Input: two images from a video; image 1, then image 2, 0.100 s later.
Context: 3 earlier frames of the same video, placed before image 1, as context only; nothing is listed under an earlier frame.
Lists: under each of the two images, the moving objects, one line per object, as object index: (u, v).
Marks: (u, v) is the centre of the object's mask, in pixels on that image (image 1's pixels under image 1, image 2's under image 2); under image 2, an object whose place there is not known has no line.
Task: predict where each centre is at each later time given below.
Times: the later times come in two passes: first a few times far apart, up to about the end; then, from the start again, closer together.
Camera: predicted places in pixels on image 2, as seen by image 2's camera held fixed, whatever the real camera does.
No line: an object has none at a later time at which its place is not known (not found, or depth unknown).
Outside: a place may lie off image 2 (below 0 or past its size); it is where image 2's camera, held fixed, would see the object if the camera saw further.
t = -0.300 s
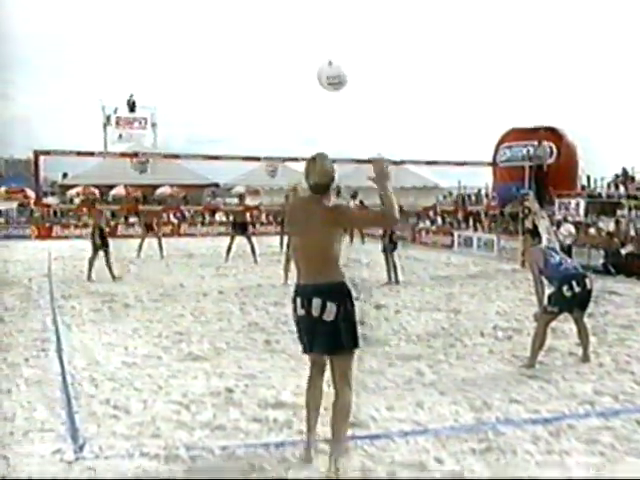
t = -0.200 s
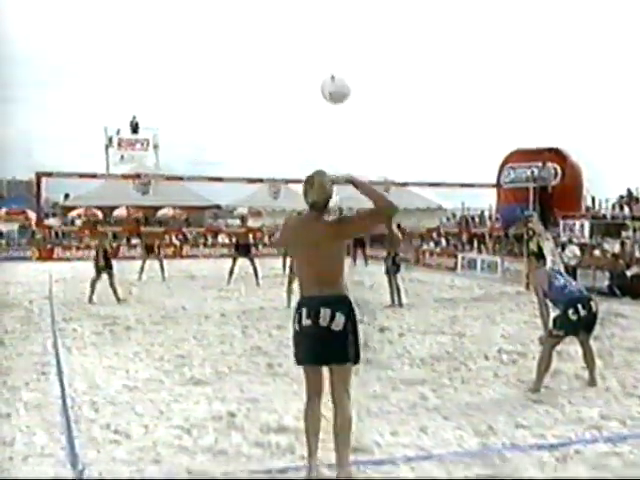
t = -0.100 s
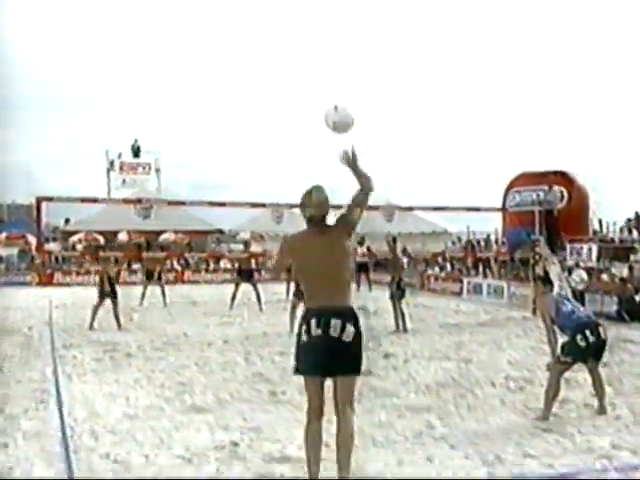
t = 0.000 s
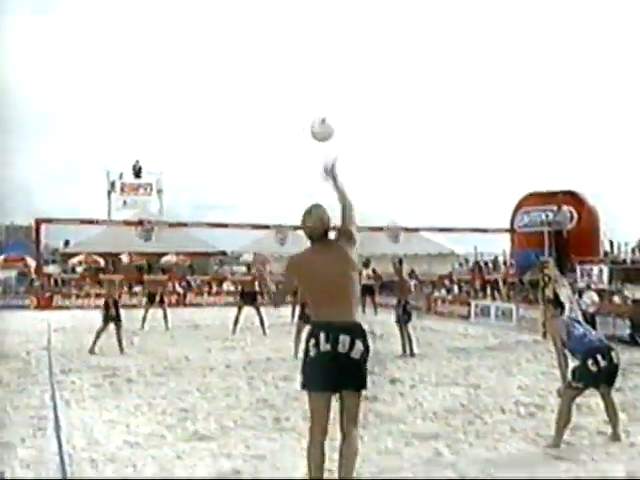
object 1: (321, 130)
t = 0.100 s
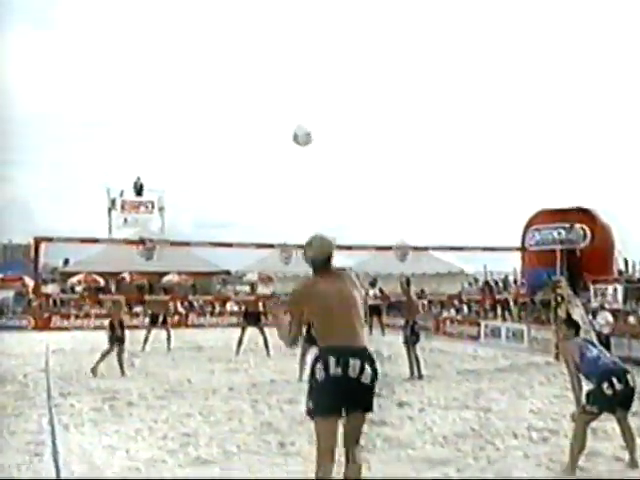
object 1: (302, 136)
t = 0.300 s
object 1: (275, 146)
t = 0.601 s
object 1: (256, 189)
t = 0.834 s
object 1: (237, 238)
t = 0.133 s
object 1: (296, 135)
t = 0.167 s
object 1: (291, 135)
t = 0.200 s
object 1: (286, 138)
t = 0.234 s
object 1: (282, 140)
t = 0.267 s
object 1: (278, 143)
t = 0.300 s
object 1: (275, 146)
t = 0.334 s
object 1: (272, 150)
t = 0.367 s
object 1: (269, 153)
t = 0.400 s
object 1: (267, 157)
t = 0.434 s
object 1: (266, 162)
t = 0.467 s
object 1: (264, 167)
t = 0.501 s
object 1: (263, 172)
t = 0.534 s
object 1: (261, 178)
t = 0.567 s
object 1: (259, 184)
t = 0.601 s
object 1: (256, 189)
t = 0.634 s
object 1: (254, 196)
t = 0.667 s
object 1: (252, 203)
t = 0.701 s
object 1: (248, 210)
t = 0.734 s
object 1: (245, 217)
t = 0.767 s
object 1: (243, 224)
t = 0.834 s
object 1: (237, 238)
